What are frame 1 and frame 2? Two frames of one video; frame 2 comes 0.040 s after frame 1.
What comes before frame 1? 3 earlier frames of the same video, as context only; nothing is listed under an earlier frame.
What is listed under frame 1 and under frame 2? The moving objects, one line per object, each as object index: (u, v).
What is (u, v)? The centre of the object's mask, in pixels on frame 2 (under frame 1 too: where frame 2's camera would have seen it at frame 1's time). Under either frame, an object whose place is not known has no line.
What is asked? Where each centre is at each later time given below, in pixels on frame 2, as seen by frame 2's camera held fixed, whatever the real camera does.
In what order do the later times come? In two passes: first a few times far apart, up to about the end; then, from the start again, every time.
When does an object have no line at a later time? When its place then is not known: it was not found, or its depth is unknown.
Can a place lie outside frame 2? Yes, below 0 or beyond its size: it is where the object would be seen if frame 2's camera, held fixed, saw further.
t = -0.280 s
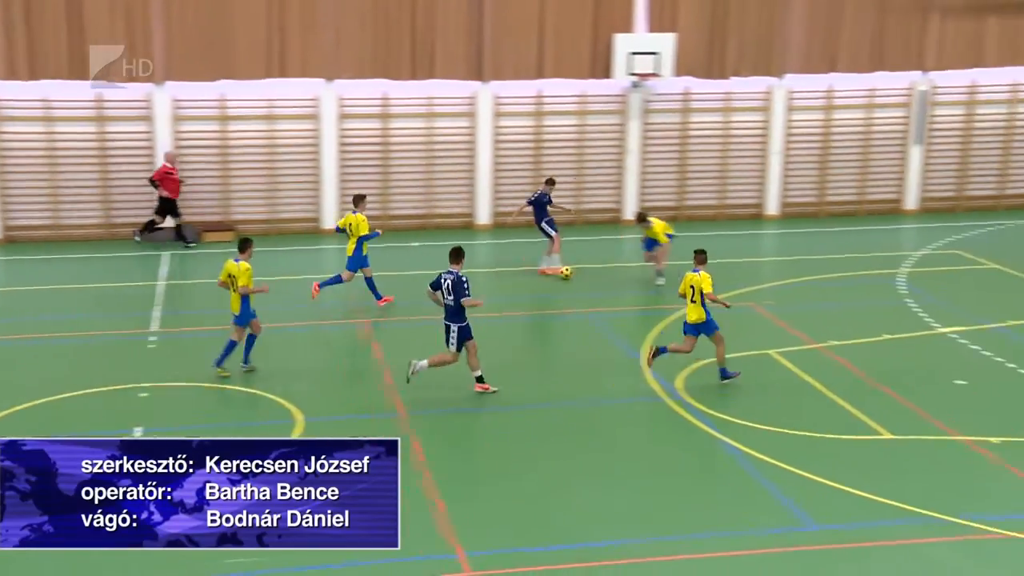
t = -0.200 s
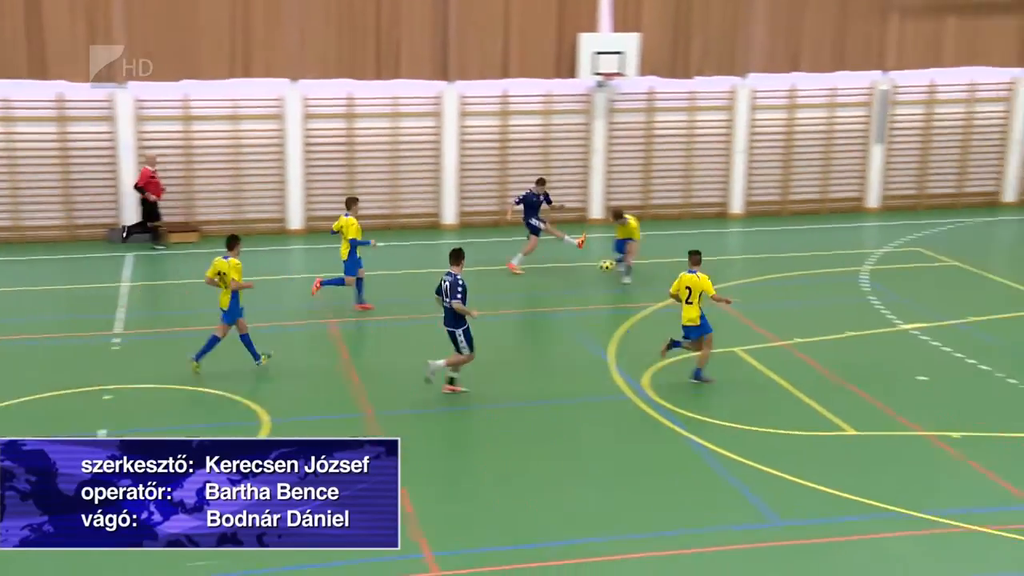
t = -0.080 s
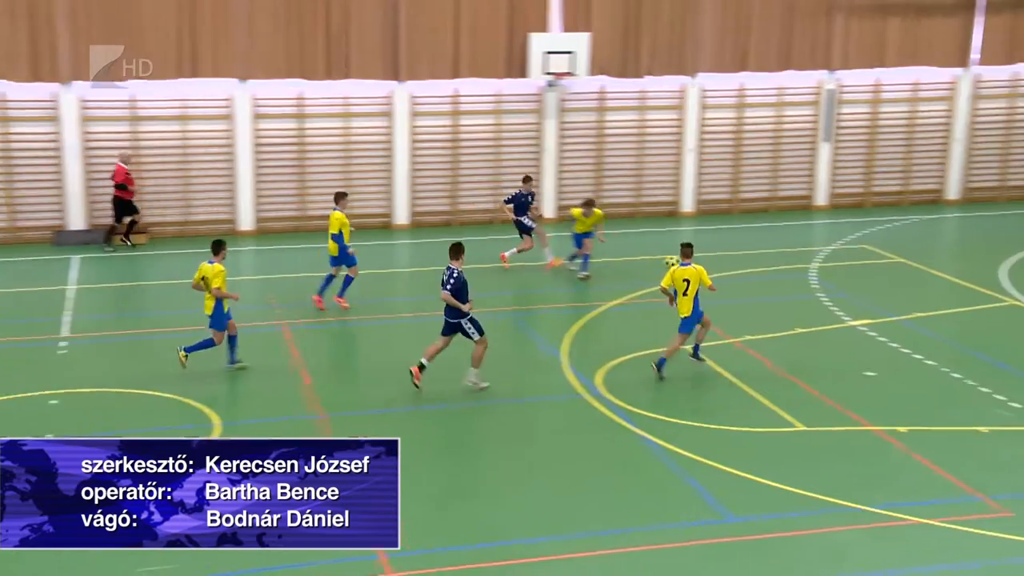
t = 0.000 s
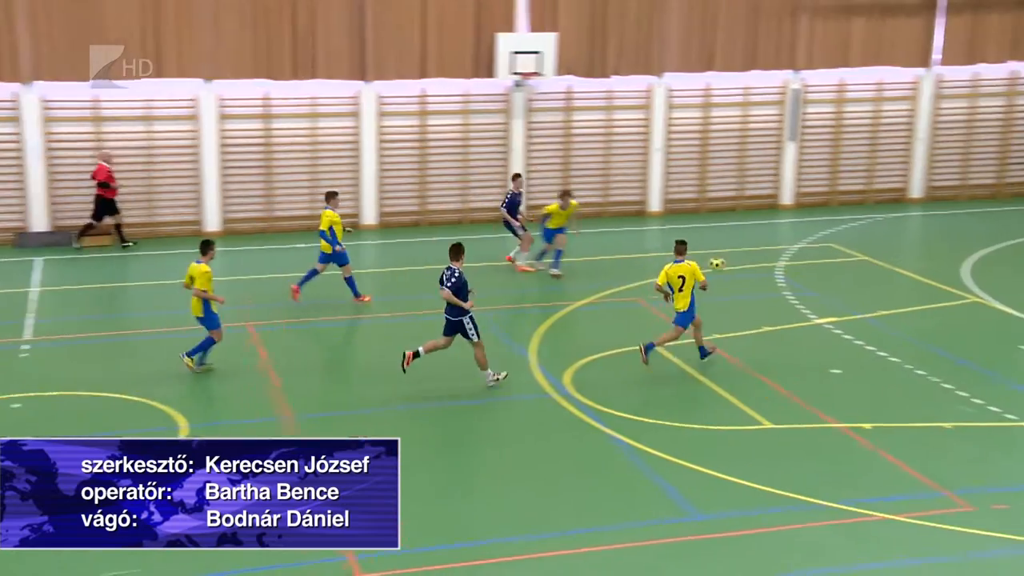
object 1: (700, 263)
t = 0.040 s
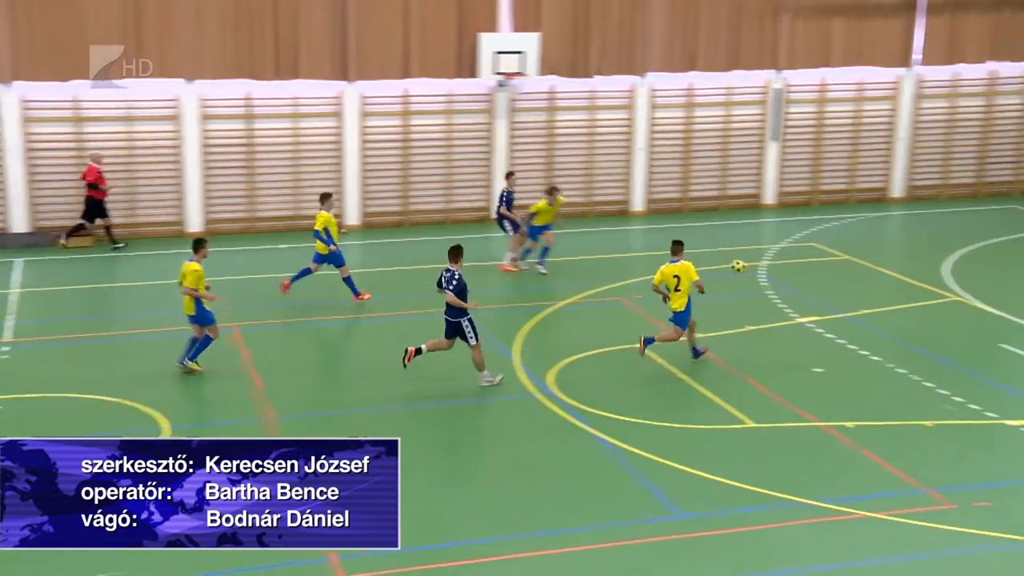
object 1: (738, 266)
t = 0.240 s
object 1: (936, 297)
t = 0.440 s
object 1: (1129, 331)
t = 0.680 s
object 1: (1337, 353)
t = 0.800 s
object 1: (1447, 382)
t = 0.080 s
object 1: (776, 270)
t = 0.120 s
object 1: (816, 275)
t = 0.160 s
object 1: (855, 281)
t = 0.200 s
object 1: (896, 288)
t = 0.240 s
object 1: (936, 297)
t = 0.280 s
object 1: (977, 308)
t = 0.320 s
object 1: (1019, 318)
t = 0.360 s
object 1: (1062, 332)
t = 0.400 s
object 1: (1096, 331)
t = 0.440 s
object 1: (1129, 331)
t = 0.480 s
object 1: (1162, 331)
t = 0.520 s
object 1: (1195, 333)
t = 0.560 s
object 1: (1230, 336)
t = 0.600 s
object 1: (1266, 340)
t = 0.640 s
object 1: (1301, 346)
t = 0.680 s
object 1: (1337, 353)
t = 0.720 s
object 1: (1374, 362)
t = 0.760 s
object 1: (1411, 372)
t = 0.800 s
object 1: (1447, 382)
